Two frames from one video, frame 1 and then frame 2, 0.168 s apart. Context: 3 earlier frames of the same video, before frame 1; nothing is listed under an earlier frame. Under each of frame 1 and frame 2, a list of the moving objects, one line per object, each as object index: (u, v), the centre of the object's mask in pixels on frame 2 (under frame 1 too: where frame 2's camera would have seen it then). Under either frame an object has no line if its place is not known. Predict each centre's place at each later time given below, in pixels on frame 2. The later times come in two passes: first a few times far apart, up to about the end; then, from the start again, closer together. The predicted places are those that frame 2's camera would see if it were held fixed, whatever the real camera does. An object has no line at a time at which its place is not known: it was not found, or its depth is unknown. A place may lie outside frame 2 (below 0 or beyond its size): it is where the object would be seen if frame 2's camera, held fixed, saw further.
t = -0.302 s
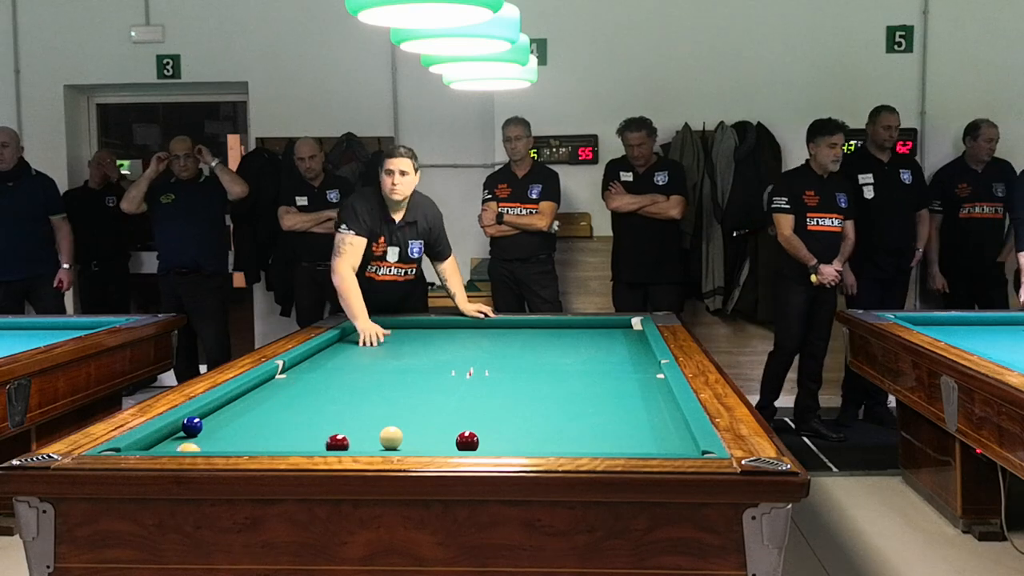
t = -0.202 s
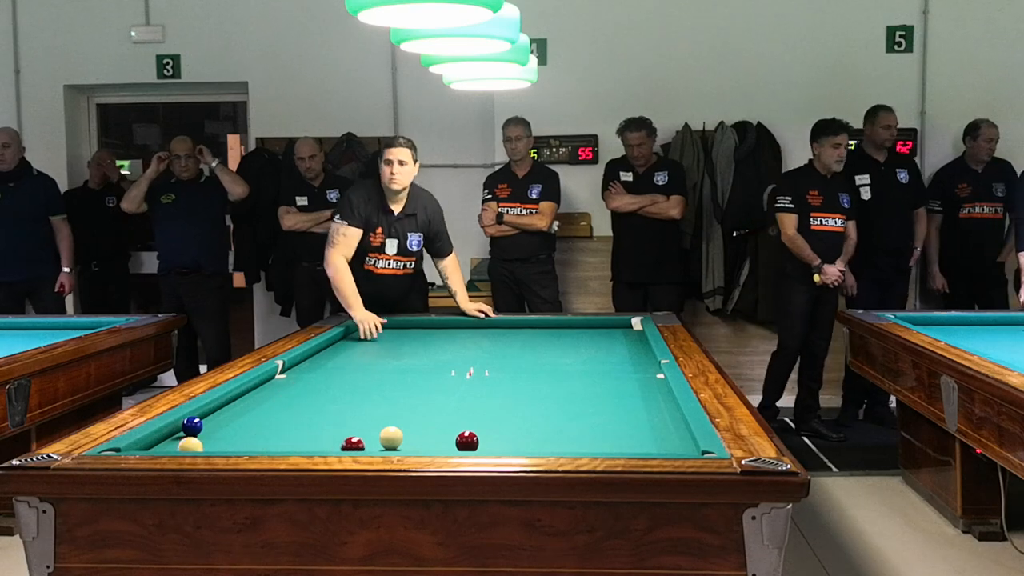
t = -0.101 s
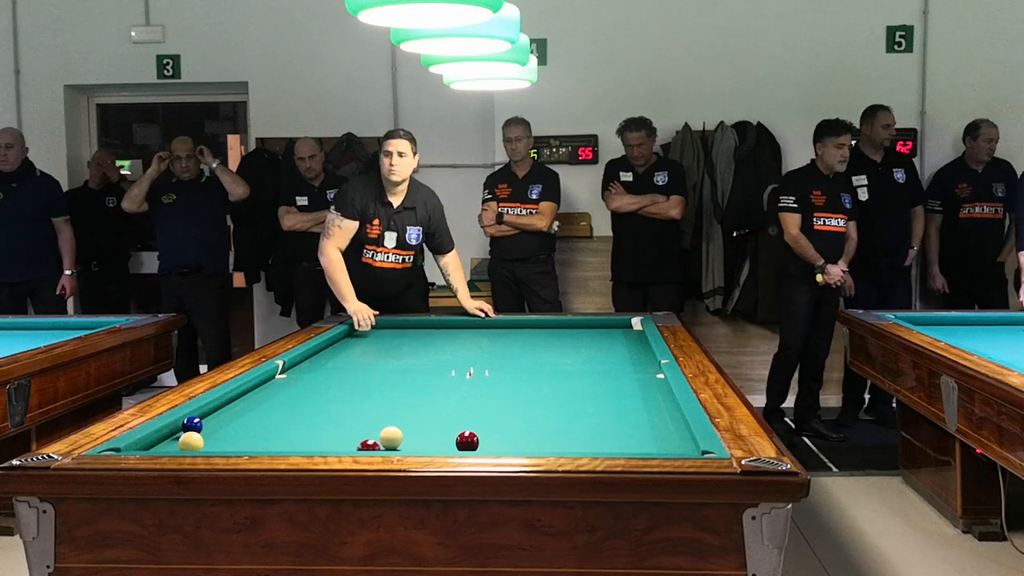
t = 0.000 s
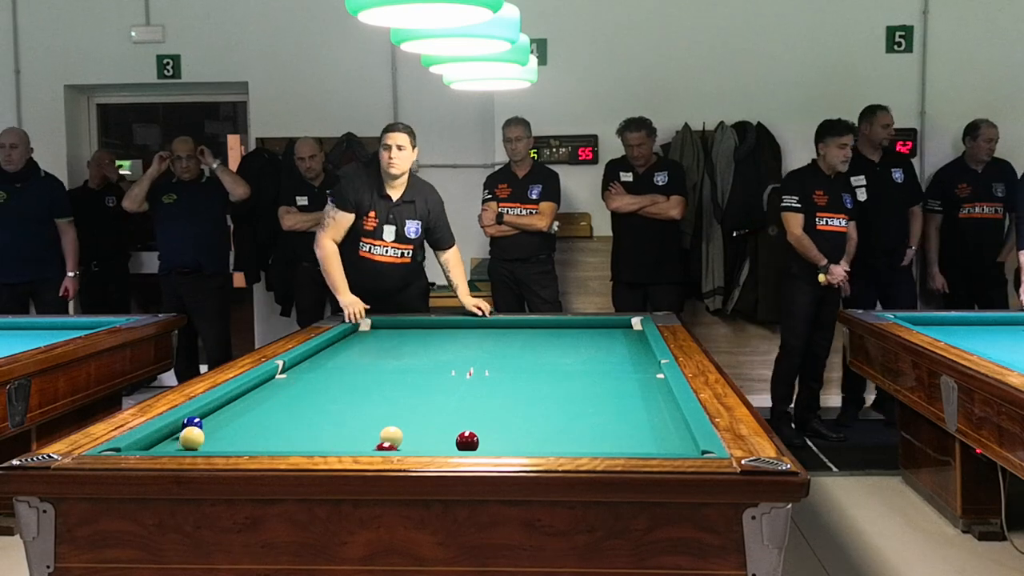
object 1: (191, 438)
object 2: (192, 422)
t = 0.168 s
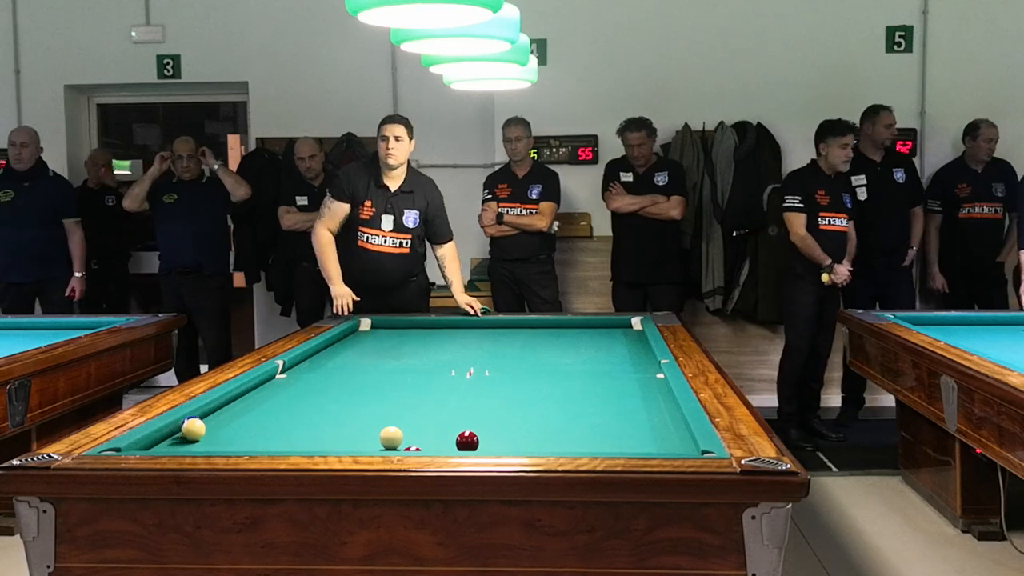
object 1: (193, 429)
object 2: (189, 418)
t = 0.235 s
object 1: (194, 428)
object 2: (189, 417)
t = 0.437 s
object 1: (197, 425)
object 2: (212, 417)
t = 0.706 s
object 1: (201, 421)
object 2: (231, 413)
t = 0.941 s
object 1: (205, 417)
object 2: (248, 408)
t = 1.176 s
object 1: (207, 414)
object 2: (265, 403)
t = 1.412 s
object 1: (213, 412)
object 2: (279, 399)
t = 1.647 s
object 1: (220, 409)
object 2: (294, 396)
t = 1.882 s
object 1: (225, 407)
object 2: (307, 393)
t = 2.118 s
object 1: (230, 405)
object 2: (319, 389)
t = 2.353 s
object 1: (235, 403)
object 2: (330, 386)
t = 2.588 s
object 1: (239, 401)
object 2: (340, 383)
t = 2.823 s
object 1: (243, 400)
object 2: (350, 381)
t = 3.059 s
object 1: (247, 398)
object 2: (359, 379)
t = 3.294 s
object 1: (250, 397)
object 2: (368, 376)
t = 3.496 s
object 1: (253, 396)
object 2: (375, 375)
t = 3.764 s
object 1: (255, 395)
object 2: (383, 373)
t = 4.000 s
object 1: (256, 394)
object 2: (390, 371)
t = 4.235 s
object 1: (257, 394)
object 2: (396, 369)
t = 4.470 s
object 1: (257, 393)
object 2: (401, 368)
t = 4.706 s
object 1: (258, 393)
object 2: (406, 366)
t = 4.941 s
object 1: (258, 392)
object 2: (411, 366)
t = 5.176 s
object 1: (258, 392)
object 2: (416, 364)
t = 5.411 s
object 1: (258, 392)
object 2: (420, 364)
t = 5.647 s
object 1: (258, 392)
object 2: (423, 362)
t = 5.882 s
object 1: (259, 392)
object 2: (426, 362)
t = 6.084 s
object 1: (259, 392)
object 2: (428, 361)
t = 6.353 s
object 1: (259, 392)
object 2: (431, 361)
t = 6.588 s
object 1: (259, 392)
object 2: (433, 360)
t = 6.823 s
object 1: (259, 392)
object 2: (434, 360)
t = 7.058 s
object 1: (259, 392)
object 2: (435, 360)
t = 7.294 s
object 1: (259, 392)
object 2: (435, 359)
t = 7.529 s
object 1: (259, 392)
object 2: (436, 359)
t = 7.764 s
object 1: (259, 392)
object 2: (436, 359)
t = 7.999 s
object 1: (259, 392)
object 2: (436, 359)
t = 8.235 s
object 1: (259, 392)
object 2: (436, 359)
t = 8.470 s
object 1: (259, 392)
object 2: (436, 359)
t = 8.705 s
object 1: (259, 392)
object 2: (436, 359)
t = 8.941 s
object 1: (259, 392)
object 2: (436, 359)
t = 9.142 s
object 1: (259, 392)
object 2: (436, 359)
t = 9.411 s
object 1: (259, 392)
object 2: (436, 359)
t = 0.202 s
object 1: (194, 429)
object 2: (188, 418)
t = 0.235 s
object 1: (194, 428)
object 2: (189, 417)
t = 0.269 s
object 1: (195, 428)
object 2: (195, 416)
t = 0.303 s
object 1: (195, 427)
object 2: (201, 416)
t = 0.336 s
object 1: (196, 427)
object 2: (204, 417)
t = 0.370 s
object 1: (196, 426)
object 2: (208, 417)
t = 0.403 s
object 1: (197, 426)
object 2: (210, 417)
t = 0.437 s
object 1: (197, 425)
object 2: (212, 417)
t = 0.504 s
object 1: (199, 424)
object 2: (216, 417)
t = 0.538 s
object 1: (199, 424)
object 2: (218, 416)
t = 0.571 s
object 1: (200, 423)
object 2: (220, 416)
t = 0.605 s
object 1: (200, 422)
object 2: (223, 415)
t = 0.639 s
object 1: (200, 422)
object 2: (226, 414)
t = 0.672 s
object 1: (201, 421)
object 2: (228, 413)
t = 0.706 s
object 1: (201, 421)
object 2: (231, 413)
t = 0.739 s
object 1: (202, 420)
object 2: (234, 412)
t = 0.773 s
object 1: (202, 420)
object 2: (236, 411)
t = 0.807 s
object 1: (203, 419)
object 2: (239, 410)
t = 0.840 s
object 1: (203, 419)
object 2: (241, 410)
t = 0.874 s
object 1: (204, 418)
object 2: (243, 409)
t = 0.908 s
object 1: (204, 417)
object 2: (246, 408)
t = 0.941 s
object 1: (205, 417)
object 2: (248, 408)
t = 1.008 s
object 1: (206, 416)
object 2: (253, 406)
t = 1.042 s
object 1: (206, 416)
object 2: (255, 406)
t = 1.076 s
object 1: (206, 415)
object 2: (258, 405)
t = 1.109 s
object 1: (207, 415)
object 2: (260, 404)
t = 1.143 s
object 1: (207, 414)
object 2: (262, 404)
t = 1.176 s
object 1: (207, 414)
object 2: (265, 403)
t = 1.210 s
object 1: (208, 414)
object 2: (267, 403)
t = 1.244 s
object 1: (209, 413)
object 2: (269, 402)
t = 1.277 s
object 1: (210, 413)
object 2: (271, 402)
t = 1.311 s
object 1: (211, 413)
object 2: (273, 401)
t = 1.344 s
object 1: (212, 412)
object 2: (275, 401)
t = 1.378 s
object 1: (213, 412)
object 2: (277, 400)
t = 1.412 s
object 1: (213, 412)
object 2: (279, 399)
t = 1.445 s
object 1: (214, 411)
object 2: (282, 399)
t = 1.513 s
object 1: (216, 410)
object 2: (286, 398)
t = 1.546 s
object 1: (217, 410)
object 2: (288, 398)
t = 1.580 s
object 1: (218, 410)
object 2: (290, 397)
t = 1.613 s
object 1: (219, 409)
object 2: (292, 396)
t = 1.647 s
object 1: (220, 409)
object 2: (294, 396)
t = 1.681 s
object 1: (220, 408)
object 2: (295, 395)
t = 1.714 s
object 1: (221, 408)
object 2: (297, 395)
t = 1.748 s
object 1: (222, 408)
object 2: (299, 394)
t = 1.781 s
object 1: (223, 408)
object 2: (301, 394)
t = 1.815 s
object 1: (223, 407)
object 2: (303, 393)
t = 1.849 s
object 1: (224, 407)
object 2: (305, 393)
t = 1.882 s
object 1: (225, 407)
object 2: (307, 393)
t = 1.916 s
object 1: (226, 406)
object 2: (308, 392)
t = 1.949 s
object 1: (226, 406)
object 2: (310, 392)
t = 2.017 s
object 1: (228, 406)
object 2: (314, 391)
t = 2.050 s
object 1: (229, 405)
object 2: (315, 390)
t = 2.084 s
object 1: (229, 405)
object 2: (317, 390)
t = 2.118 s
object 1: (230, 405)
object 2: (319, 389)
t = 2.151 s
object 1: (231, 404)
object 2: (321, 389)
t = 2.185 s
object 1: (231, 404)
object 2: (322, 388)
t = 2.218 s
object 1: (232, 404)
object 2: (324, 388)
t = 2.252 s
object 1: (233, 404)
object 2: (325, 387)
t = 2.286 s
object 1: (234, 403)
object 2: (327, 387)
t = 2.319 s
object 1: (234, 403)
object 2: (328, 387)
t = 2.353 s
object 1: (235, 403)
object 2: (330, 386)
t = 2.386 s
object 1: (235, 402)
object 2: (331, 386)
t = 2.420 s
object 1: (236, 402)
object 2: (333, 385)
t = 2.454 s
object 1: (237, 402)
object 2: (334, 385)
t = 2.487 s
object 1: (237, 402)
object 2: (336, 385)
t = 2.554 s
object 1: (239, 401)
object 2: (339, 384)
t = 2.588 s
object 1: (239, 401)
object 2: (340, 383)
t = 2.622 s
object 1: (240, 401)
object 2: (342, 383)
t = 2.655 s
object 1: (241, 401)
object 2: (343, 383)
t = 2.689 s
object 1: (241, 401)
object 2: (345, 382)
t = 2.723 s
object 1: (242, 400)
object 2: (346, 382)
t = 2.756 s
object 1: (242, 400)
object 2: (347, 382)
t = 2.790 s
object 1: (243, 400)
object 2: (349, 381)
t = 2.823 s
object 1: (243, 400)
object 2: (350, 381)
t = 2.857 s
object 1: (244, 400)
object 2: (351, 381)
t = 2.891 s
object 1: (244, 399)
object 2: (353, 380)
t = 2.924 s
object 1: (245, 399)
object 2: (354, 380)
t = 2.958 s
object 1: (245, 399)
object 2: (355, 380)
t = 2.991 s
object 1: (246, 399)
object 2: (357, 379)
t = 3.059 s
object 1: (247, 398)
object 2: (359, 379)
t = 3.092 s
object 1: (247, 398)
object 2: (361, 378)
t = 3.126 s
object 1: (248, 398)
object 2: (362, 378)
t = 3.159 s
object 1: (248, 398)
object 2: (363, 378)
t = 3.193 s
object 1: (249, 398)
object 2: (364, 377)
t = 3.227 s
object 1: (249, 397)
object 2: (365, 377)
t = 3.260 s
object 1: (250, 397)
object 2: (367, 377)
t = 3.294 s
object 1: (250, 397)
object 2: (368, 376)
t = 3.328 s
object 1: (251, 397)
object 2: (369, 376)
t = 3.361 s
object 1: (251, 397)
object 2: (370, 376)
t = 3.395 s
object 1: (251, 397)
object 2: (371, 376)
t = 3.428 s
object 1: (252, 397)
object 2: (372, 375)
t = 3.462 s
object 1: (252, 396)
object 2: (374, 375)
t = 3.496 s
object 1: (253, 396)
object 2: (375, 375)
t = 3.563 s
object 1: (253, 396)
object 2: (377, 374)
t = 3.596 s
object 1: (253, 396)
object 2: (378, 374)
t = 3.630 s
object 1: (254, 396)
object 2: (379, 374)
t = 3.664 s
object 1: (254, 395)
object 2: (380, 373)
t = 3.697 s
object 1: (254, 395)
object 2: (381, 373)
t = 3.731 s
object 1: (255, 395)
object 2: (382, 373)
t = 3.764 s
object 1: (255, 395)
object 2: (383, 373)
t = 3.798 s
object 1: (255, 395)
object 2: (384, 372)
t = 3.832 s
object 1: (255, 395)
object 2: (385, 372)
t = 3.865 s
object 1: (255, 395)
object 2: (386, 372)
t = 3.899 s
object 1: (256, 395)
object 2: (387, 372)
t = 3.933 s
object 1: (256, 394)
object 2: (388, 371)
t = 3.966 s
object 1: (256, 394)
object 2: (389, 371)
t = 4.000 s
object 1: (256, 394)
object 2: (390, 371)
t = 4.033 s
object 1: (256, 394)
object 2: (391, 371)
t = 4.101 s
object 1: (256, 394)
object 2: (392, 370)
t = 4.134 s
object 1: (256, 394)
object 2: (393, 370)
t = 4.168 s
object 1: (257, 394)
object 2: (394, 370)
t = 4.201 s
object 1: (257, 394)
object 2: (395, 370)
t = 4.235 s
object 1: (257, 394)
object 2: (396, 369)
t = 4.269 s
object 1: (257, 393)
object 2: (396, 369)
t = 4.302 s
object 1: (257, 394)
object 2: (397, 369)
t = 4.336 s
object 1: (257, 394)
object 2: (398, 369)
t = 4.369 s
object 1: (257, 393)
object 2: (399, 368)
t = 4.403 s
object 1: (257, 393)
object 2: (400, 368)
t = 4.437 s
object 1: (257, 393)
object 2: (401, 368)
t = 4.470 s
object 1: (257, 393)
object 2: (401, 368)
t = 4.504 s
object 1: (257, 393)
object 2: (402, 368)
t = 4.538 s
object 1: (257, 393)
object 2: (403, 367)
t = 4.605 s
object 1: (257, 393)
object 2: (404, 367)
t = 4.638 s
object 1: (257, 393)
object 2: (405, 367)
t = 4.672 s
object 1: (258, 393)
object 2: (406, 367)
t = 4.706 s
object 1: (258, 393)
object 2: (406, 366)
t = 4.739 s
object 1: (258, 393)
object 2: (407, 366)
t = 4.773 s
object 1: (258, 393)
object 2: (408, 366)
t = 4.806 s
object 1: (258, 393)
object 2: (409, 366)
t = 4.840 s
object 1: (258, 392)
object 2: (409, 366)
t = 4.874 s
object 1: (258, 392)
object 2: (410, 366)
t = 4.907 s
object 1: (258, 393)
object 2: (410, 366)
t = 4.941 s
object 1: (258, 392)
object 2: (411, 366)
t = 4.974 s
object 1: (258, 392)
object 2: (412, 365)
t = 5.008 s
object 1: (258, 392)
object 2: (413, 365)
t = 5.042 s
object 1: (258, 392)
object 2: (413, 365)
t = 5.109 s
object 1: (258, 392)
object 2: (414, 365)
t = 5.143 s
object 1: (258, 392)
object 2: (415, 365)
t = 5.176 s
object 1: (258, 392)
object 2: (416, 364)
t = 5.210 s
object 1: (258, 392)
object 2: (416, 364)
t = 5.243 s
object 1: (258, 392)
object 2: (417, 364)
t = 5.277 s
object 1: (258, 392)
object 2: (417, 364)
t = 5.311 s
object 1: (258, 392)
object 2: (418, 364)
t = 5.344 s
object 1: (258, 392)
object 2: (419, 364)
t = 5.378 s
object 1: (258, 392)
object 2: (419, 364)
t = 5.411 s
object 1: (258, 392)
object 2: (420, 364)
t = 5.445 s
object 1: (258, 392)
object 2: (420, 363)
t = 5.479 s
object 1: (258, 392)
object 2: (421, 363)
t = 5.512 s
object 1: (258, 392)
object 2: (421, 363)
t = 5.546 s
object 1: (258, 392)
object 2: (422, 363)
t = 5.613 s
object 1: (258, 392)
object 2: (423, 363)
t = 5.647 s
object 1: (258, 392)
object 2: (423, 362)
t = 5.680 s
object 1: (259, 392)
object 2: (424, 362)
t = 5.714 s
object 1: (259, 392)
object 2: (424, 362)
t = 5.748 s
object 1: (259, 392)
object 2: (425, 362)
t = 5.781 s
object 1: (259, 392)
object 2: (425, 362)
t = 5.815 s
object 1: (259, 392)
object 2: (426, 362)
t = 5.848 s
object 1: (259, 392)
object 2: (426, 362)
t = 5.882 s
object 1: (259, 392)
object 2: (426, 362)
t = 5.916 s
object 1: (259, 392)
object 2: (427, 362)
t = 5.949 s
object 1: (259, 392)
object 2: (427, 362)
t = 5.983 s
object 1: (259, 392)
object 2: (427, 361)
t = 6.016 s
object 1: (259, 392)
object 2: (428, 361)
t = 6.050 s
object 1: (259, 392)
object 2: (428, 361)
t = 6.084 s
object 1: (259, 392)
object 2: (428, 361)
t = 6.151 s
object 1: (259, 392)
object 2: (429, 361)
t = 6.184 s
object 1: (259, 392)
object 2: (429, 361)
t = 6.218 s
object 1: (259, 392)
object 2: (430, 361)
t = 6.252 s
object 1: (259, 392)
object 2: (430, 361)
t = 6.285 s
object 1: (259, 392)
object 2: (430, 361)
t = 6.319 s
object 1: (259, 392)
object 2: (431, 361)
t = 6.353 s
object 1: (259, 392)
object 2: (431, 361)
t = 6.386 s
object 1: (259, 392)
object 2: (431, 360)
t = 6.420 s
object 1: (259, 392)
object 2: (431, 360)
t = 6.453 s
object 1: (259, 392)
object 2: (432, 360)
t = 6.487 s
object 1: (259, 392)
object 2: (432, 360)
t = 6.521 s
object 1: (259, 392)
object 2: (432, 360)
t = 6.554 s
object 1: (259, 392)
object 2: (432, 360)
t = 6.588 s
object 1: (259, 392)
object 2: (433, 360)
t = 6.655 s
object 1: (259, 392)
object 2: (433, 360)
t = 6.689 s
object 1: (259, 392)
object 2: (433, 360)
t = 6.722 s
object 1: (259, 392)
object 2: (434, 360)
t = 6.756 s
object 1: (259, 392)
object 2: (434, 360)
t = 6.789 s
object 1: (259, 392)
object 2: (434, 360)
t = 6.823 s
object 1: (259, 392)
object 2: (434, 360)
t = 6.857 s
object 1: (259, 392)
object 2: (434, 360)
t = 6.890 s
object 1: (259, 392)
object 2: (434, 360)
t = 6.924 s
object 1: (259, 392)
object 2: (434, 360)
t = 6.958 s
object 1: (259, 392)
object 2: (435, 360)
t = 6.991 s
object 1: (259, 392)
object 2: (435, 360)
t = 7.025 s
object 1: (259, 392)
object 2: (435, 360)
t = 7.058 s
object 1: (259, 392)
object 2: (435, 360)
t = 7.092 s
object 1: (259, 392)
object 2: (435, 360)
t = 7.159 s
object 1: (259, 392)
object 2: (435, 359)
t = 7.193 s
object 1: (259, 392)
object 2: (435, 359)
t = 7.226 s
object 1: (259, 392)
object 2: (435, 359)
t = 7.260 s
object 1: (259, 392)
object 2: (435, 359)
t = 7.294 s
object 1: (259, 392)
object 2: (435, 359)
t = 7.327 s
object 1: (259, 392)
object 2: (436, 359)
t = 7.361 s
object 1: (259, 392)
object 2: (436, 359)
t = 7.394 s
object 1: (259, 392)
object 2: (436, 359)
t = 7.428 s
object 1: (259, 392)
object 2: (436, 359)
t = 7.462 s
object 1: (259, 392)
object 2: (436, 359)
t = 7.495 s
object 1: (259, 392)
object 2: (436, 359)
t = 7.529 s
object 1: (259, 392)
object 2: (436, 359)
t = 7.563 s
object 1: (259, 392)
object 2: (436, 359)
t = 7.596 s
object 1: (259, 392)
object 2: (436, 359)
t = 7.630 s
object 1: (259, 392)
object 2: (436, 359)
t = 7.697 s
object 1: (259, 392)
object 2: (436, 359)
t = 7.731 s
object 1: (259, 392)
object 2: (436, 359)
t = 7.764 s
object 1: (259, 392)
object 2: (436, 359)
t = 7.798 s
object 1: (259, 392)
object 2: (436, 359)
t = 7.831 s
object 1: (259, 392)
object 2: (436, 359)
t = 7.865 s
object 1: (259, 392)
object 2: (436, 359)
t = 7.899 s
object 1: (259, 392)
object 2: (436, 359)
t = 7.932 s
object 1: (259, 392)
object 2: (436, 359)
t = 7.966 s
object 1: (259, 392)
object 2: (436, 359)
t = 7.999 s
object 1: (259, 392)
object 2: (436, 359)
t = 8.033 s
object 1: (259, 392)
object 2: (436, 359)
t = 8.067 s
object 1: (259, 392)
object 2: (436, 359)
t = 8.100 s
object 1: (259, 392)
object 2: (436, 359)
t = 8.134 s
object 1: (259, 392)
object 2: (436, 359)
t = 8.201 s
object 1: (259, 392)
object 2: (436, 359)
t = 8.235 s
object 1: (259, 392)
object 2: (436, 359)
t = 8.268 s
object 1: (259, 392)
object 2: (436, 359)
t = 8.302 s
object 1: (259, 392)
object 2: (436, 359)
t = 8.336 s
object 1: (259, 392)
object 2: (436, 359)
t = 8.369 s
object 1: (259, 392)
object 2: (436, 359)
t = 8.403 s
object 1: (259, 392)
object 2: (436, 359)
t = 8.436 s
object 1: (259, 392)
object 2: (436, 359)
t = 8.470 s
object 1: (259, 392)
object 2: (436, 359)
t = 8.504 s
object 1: (259, 392)
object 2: (436, 359)
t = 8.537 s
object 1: (259, 392)
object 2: (436, 359)
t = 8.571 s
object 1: (259, 392)
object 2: (436, 359)
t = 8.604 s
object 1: (259, 392)
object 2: (436, 359)
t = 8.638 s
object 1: (259, 392)
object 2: (436, 359)
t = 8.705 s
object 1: (259, 392)
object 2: (436, 359)
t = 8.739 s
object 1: (259, 392)
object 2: (436, 359)
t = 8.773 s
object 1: (259, 392)
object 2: (436, 359)
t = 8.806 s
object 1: (259, 392)
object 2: (436, 359)
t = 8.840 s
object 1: (259, 392)
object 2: (436, 359)
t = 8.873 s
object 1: (259, 392)
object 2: (436, 359)
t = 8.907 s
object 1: (259, 392)
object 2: (436, 359)
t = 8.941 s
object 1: (259, 392)
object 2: (436, 359)
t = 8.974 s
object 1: (259, 392)
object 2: (436, 359)
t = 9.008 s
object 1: (259, 392)
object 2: (436, 359)
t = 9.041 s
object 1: (259, 392)
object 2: (436, 359)
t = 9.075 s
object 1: (259, 392)
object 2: (436, 359)
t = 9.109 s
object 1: (259, 392)
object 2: (436, 359)
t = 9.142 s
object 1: (259, 392)
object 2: (436, 359)
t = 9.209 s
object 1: (259, 392)
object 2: (436, 359)
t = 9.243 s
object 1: (259, 392)
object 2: (436, 359)
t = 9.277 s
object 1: (259, 392)
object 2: (436, 359)
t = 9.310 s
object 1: (259, 392)
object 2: (436, 359)
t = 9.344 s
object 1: (259, 392)
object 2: (436, 359)
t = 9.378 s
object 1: (259, 392)
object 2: (436, 359)
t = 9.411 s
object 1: (259, 392)
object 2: (436, 359)
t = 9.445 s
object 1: (259, 392)
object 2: (436, 359)
